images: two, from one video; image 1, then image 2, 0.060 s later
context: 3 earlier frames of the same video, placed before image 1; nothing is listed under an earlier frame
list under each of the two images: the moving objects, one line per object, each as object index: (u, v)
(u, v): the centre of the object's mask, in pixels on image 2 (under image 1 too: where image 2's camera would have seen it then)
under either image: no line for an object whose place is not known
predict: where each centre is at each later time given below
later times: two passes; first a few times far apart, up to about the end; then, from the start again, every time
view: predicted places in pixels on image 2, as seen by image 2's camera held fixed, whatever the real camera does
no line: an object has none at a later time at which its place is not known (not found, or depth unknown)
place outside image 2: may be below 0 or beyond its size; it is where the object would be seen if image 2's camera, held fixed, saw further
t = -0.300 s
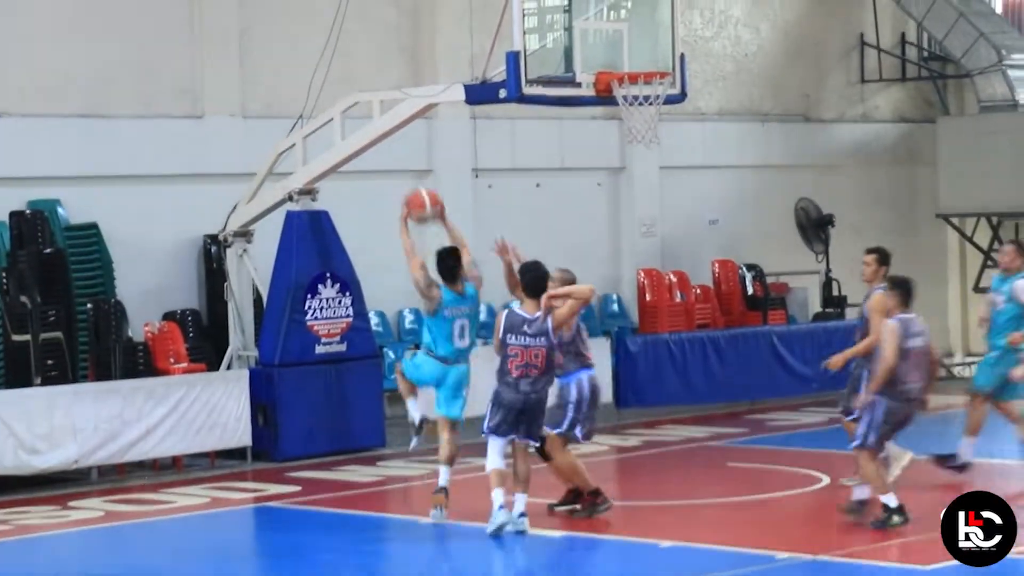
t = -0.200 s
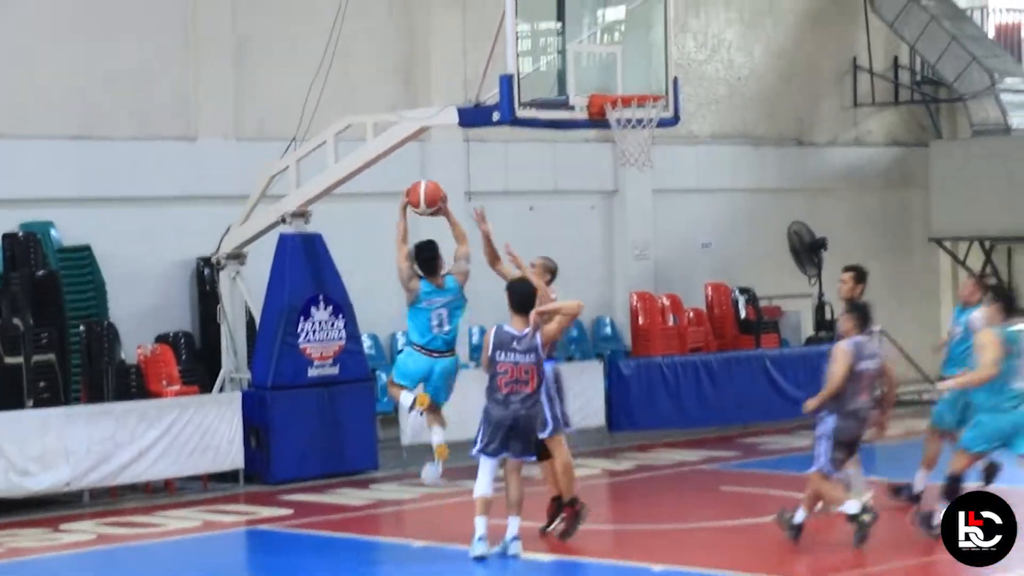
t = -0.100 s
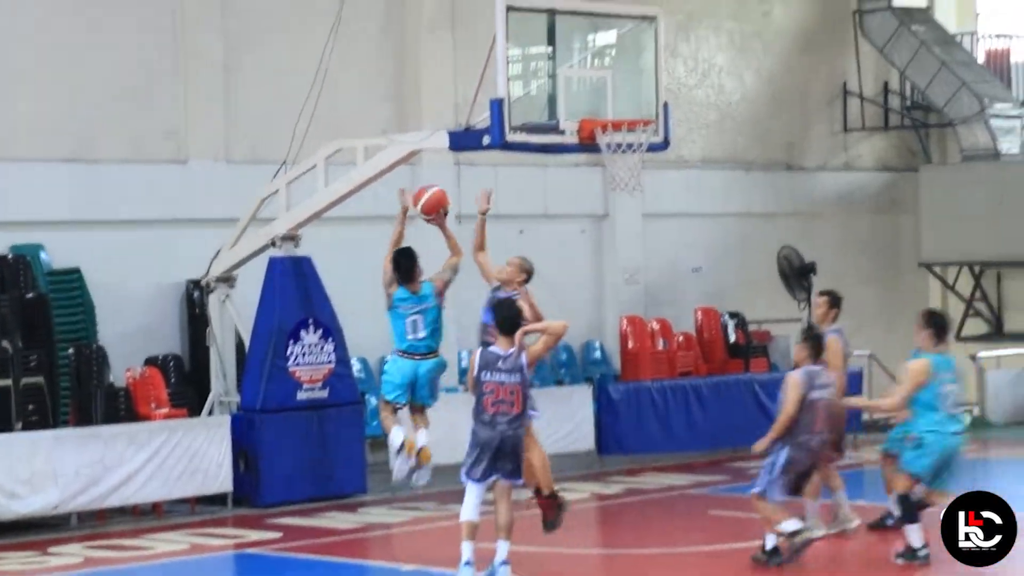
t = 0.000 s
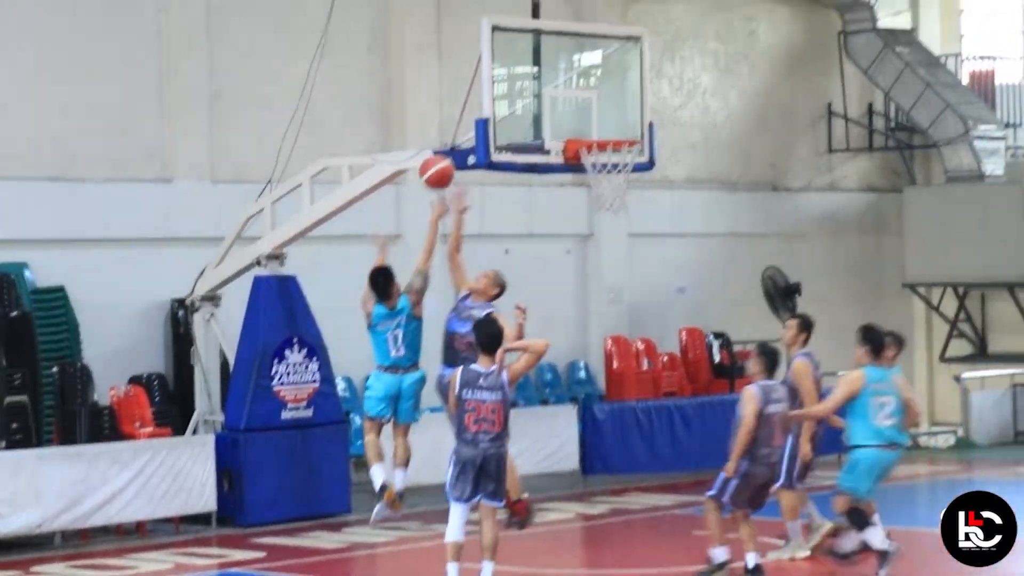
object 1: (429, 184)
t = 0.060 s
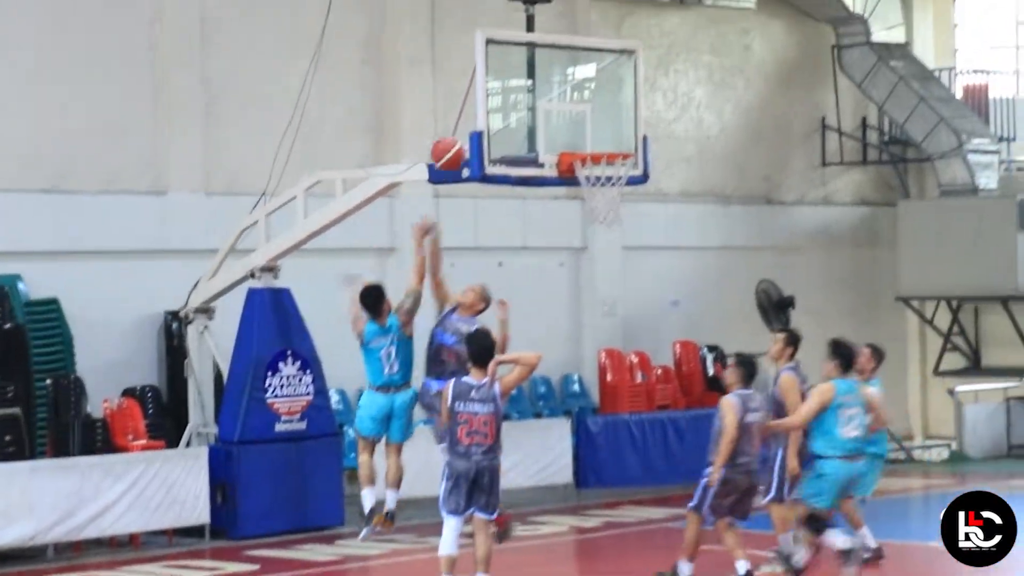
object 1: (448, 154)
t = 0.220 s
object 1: (494, 95)
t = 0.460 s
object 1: (558, 76)
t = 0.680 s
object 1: (617, 131)
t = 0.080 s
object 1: (453, 144)
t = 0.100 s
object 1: (460, 136)
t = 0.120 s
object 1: (466, 127)
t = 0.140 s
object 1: (472, 120)
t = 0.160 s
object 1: (478, 113)
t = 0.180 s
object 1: (483, 106)
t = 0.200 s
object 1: (488, 99)
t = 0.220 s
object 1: (494, 95)
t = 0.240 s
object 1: (499, 90)
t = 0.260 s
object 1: (505, 86)
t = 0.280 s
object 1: (511, 84)
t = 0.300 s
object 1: (517, 81)
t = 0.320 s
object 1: (522, 79)
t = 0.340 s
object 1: (527, 77)
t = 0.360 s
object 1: (533, 76)
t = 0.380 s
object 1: (537, 76)
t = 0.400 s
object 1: (543, 75)
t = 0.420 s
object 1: (548, 76)
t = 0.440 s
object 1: (553, 76)
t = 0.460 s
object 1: (558, 76)
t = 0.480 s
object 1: (564, 79)
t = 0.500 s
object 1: (569, 83)
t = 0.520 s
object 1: (575, 86)
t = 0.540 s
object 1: (580, 89)
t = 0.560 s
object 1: (585, 93)
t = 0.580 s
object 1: (591, 98)
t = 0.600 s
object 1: (596, 104)
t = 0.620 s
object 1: (601, 110)
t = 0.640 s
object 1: (607, 117)
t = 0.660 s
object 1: (611, 123)
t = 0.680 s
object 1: (617, 131)
